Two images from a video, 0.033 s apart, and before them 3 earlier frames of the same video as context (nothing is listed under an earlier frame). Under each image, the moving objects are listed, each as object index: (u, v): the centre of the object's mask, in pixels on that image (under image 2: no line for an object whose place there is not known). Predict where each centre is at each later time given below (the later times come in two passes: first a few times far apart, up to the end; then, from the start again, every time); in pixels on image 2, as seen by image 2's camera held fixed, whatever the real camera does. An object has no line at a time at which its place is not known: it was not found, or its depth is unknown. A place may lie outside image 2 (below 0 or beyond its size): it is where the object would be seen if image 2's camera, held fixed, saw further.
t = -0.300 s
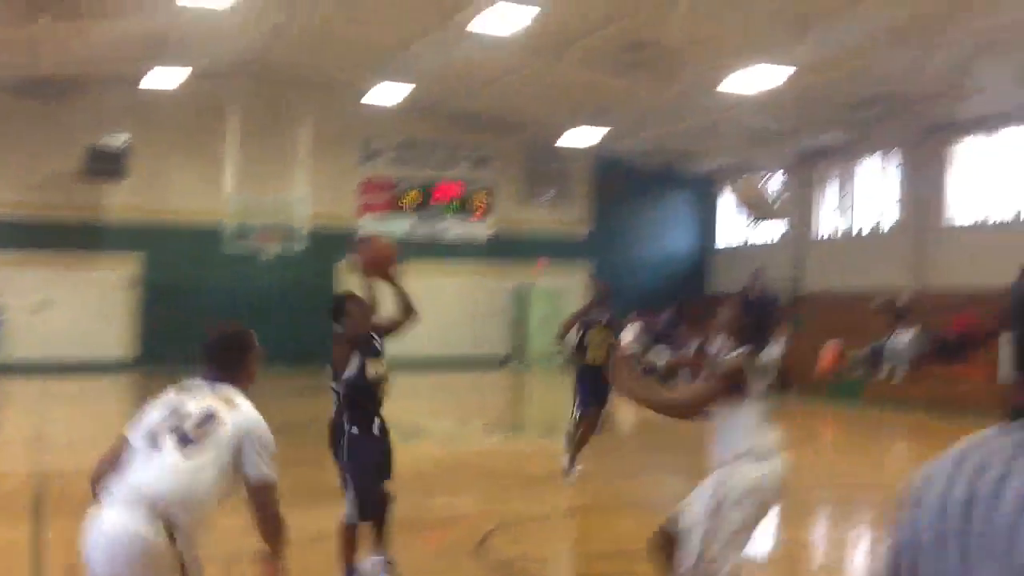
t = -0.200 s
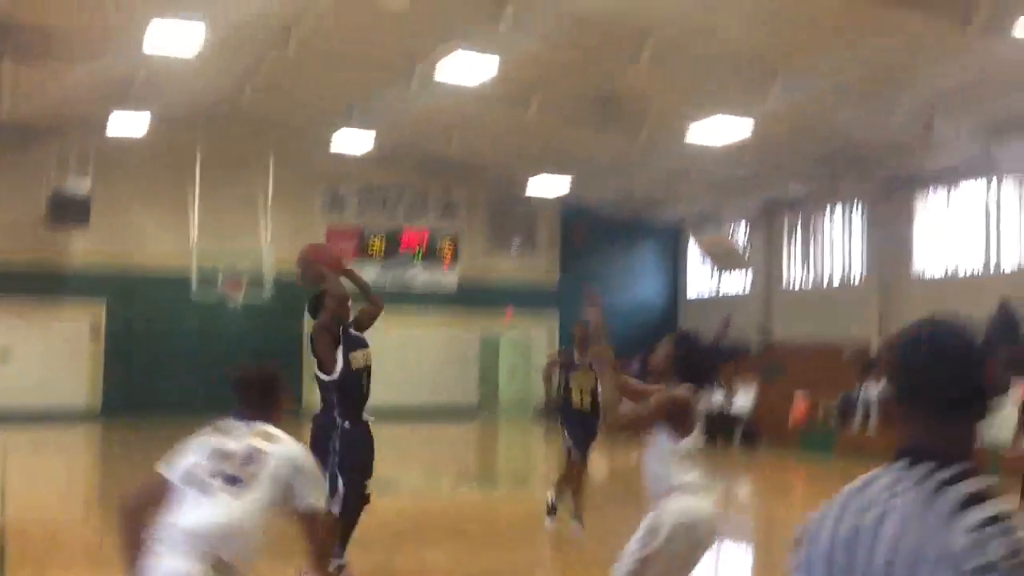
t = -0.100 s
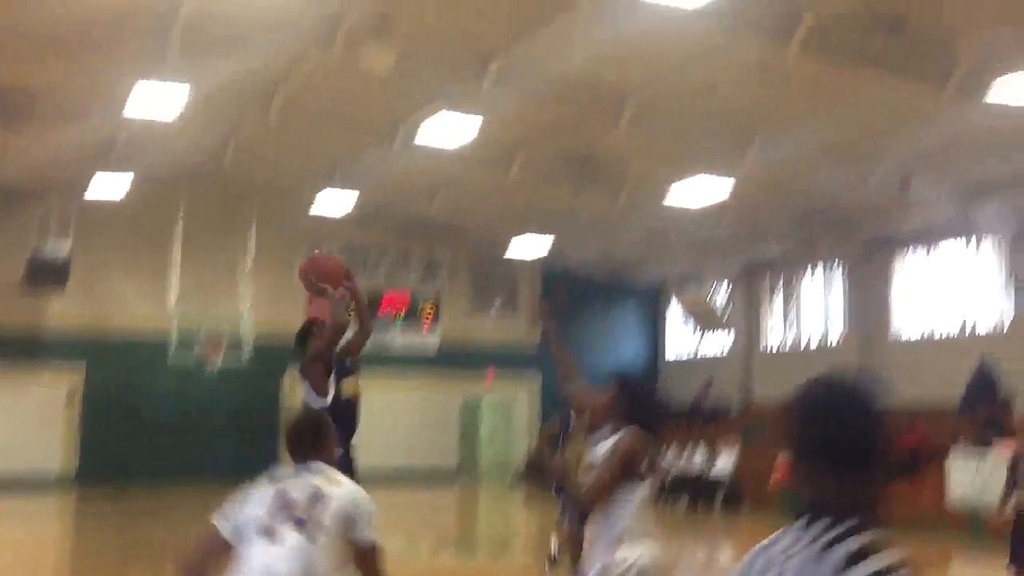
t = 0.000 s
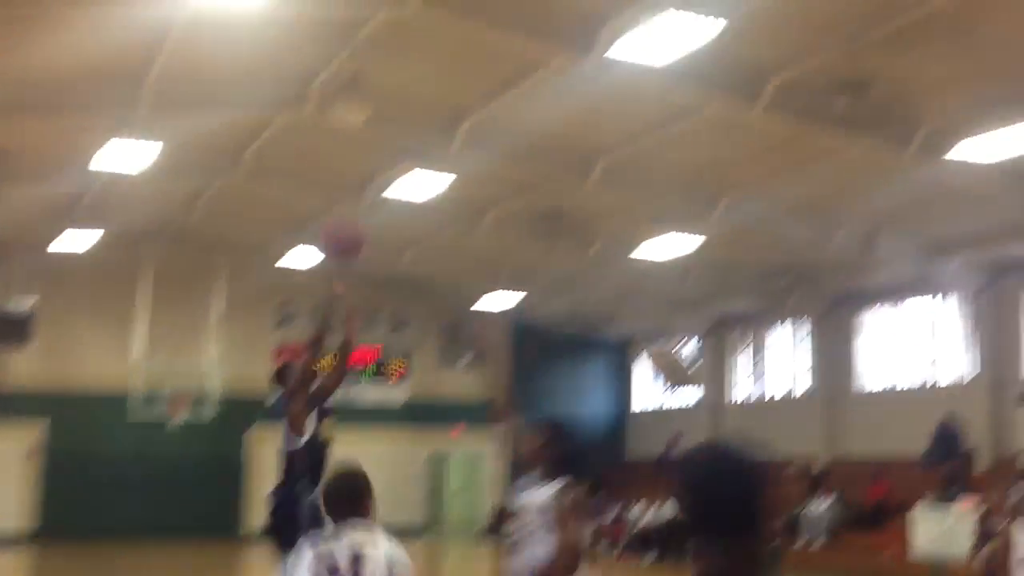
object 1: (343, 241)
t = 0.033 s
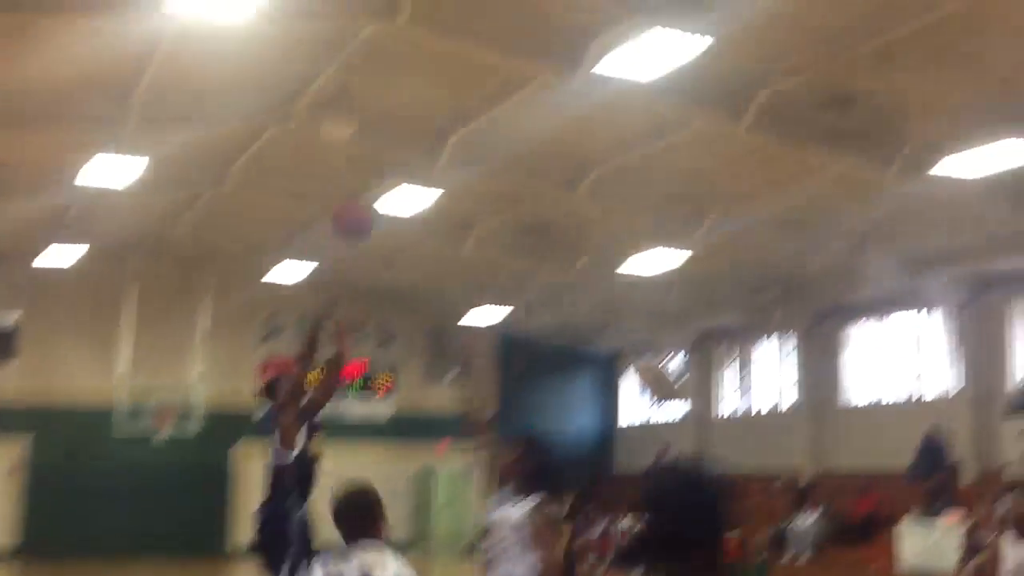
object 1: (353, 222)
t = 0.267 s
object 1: (516, 37)
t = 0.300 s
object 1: (538, 19)
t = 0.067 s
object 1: (374, 190)
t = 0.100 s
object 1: (397, 158)
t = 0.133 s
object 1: (423, 132)
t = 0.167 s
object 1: (446, 105)
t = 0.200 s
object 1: (468, 83)
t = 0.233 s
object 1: (492, 58)
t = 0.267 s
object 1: (516, 37)
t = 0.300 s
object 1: (538, 19)
